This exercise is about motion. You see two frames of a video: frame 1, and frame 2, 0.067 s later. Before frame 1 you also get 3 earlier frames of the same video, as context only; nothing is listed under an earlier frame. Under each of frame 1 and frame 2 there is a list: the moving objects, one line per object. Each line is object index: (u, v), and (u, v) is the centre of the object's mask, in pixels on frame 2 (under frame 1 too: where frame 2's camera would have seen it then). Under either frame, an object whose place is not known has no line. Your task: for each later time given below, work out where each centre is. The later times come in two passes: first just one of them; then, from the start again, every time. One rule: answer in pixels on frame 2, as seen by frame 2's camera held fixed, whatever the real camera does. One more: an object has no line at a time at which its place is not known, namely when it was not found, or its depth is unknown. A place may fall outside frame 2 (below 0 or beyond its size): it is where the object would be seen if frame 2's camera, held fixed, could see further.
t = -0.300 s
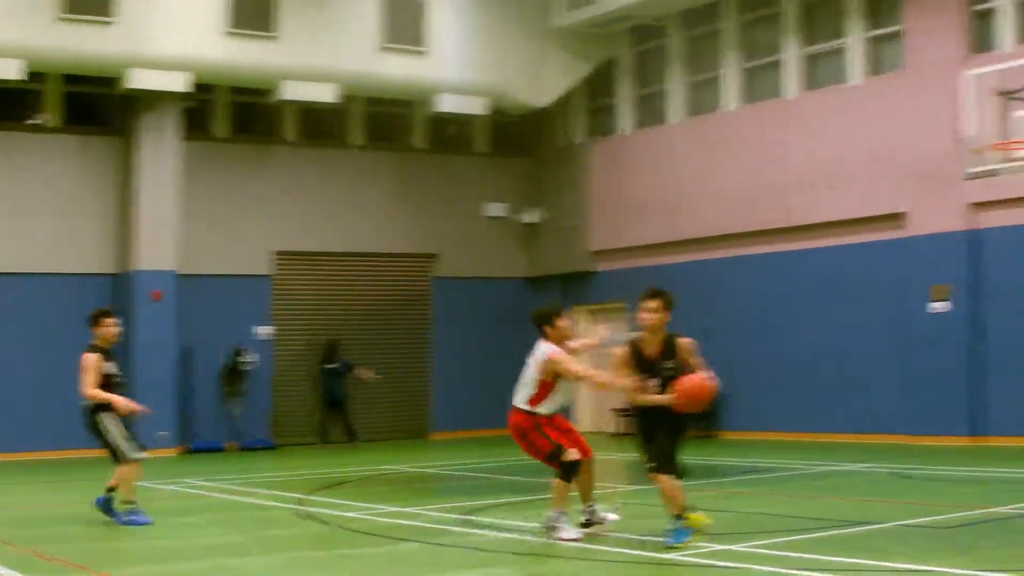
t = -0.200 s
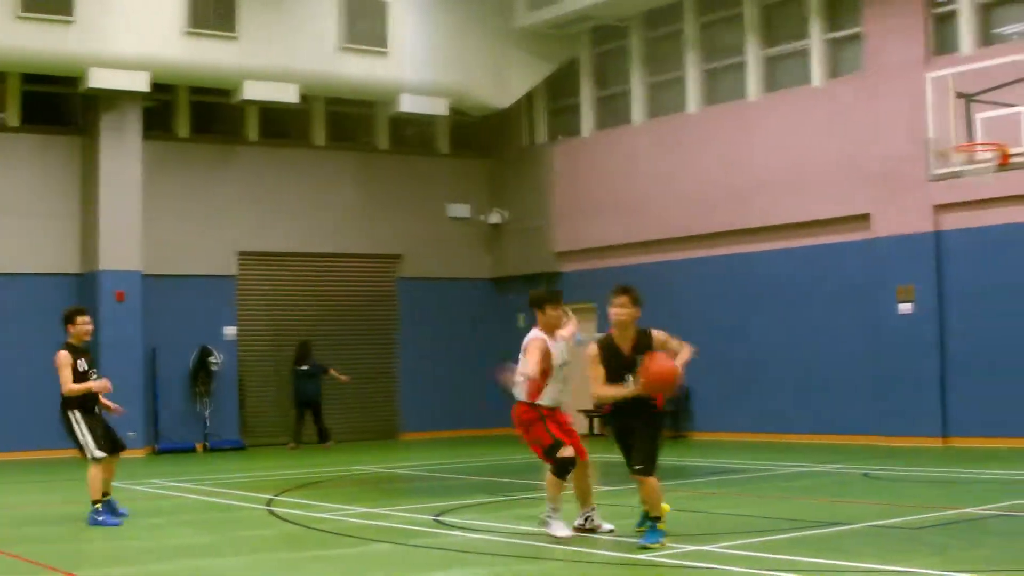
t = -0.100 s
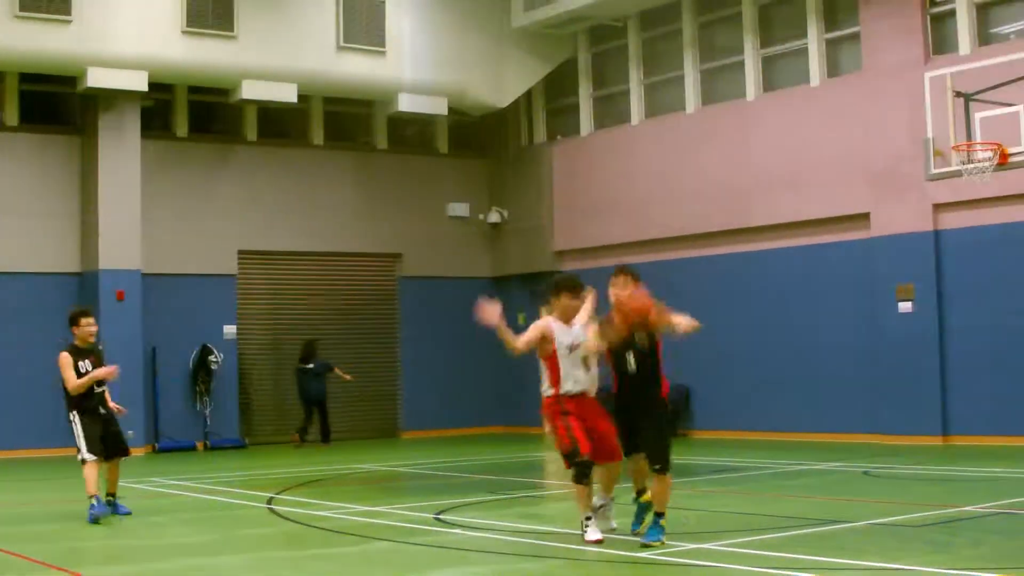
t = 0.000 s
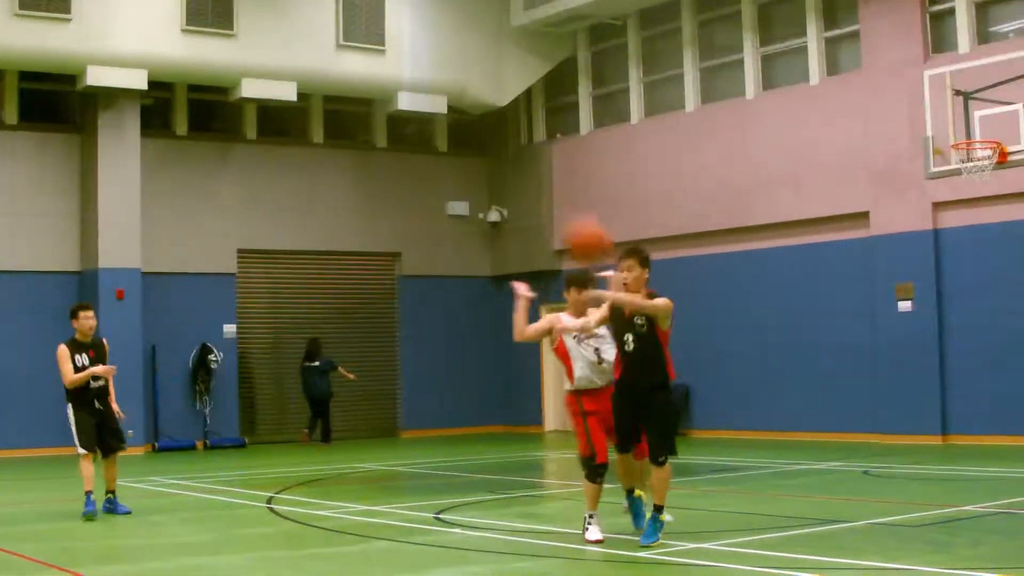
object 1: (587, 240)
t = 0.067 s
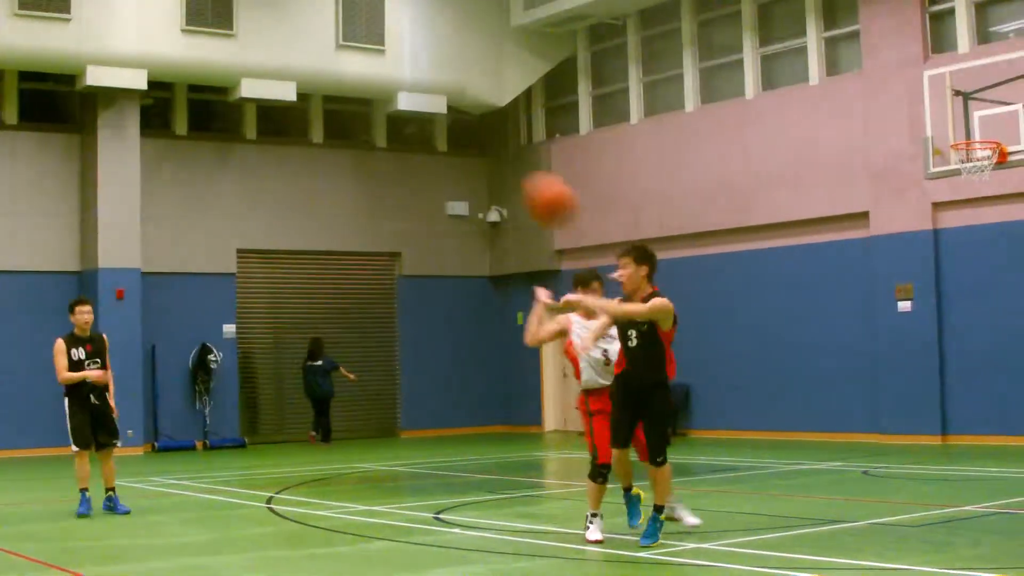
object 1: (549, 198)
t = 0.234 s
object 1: (438, 116)
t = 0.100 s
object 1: (527, 178)
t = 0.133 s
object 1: (506, 160)
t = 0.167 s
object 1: (485, 144)
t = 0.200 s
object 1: (463, 129)
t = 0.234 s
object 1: (438, 116)
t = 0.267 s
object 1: (409, 102)
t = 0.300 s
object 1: (377, 89)
